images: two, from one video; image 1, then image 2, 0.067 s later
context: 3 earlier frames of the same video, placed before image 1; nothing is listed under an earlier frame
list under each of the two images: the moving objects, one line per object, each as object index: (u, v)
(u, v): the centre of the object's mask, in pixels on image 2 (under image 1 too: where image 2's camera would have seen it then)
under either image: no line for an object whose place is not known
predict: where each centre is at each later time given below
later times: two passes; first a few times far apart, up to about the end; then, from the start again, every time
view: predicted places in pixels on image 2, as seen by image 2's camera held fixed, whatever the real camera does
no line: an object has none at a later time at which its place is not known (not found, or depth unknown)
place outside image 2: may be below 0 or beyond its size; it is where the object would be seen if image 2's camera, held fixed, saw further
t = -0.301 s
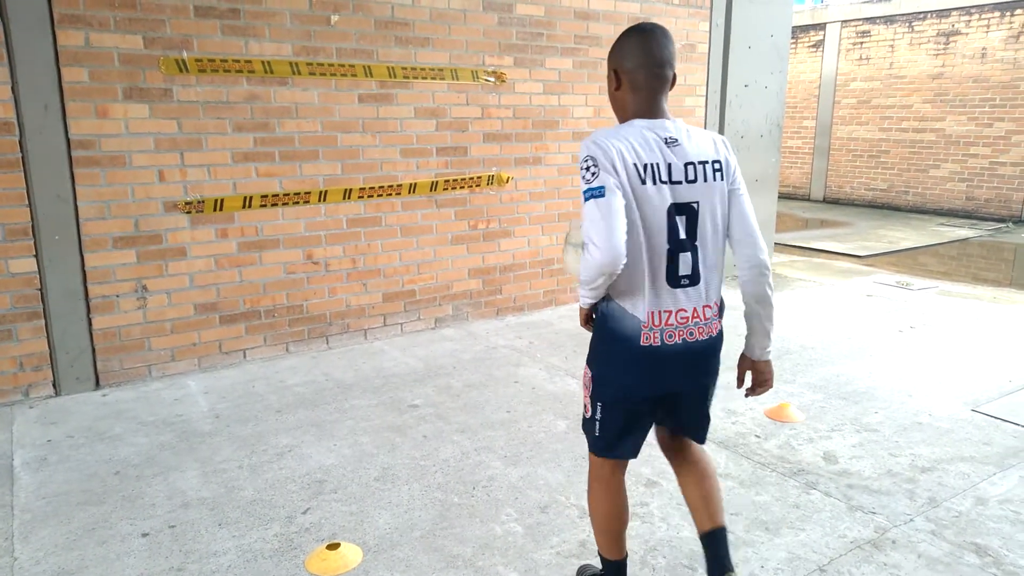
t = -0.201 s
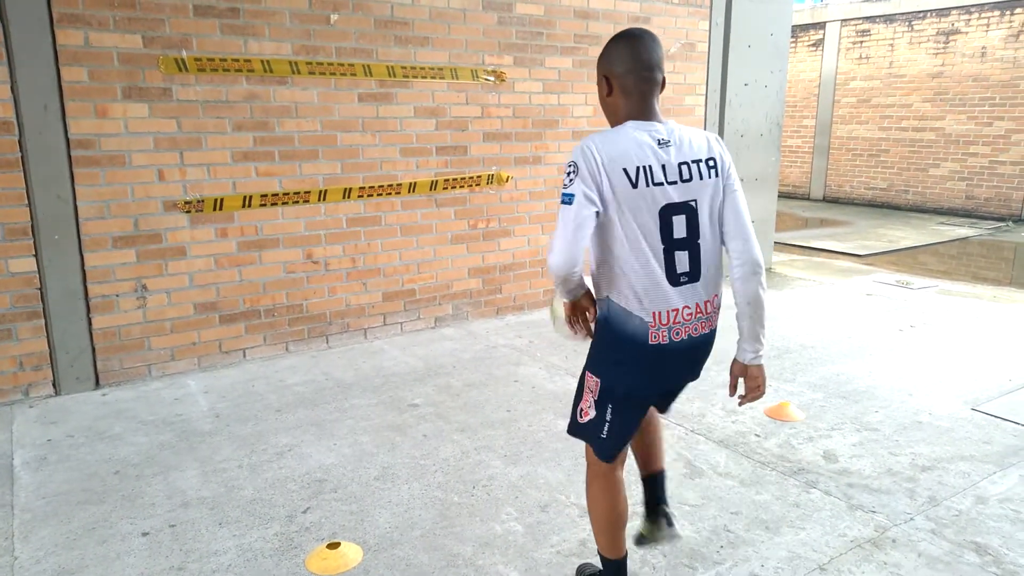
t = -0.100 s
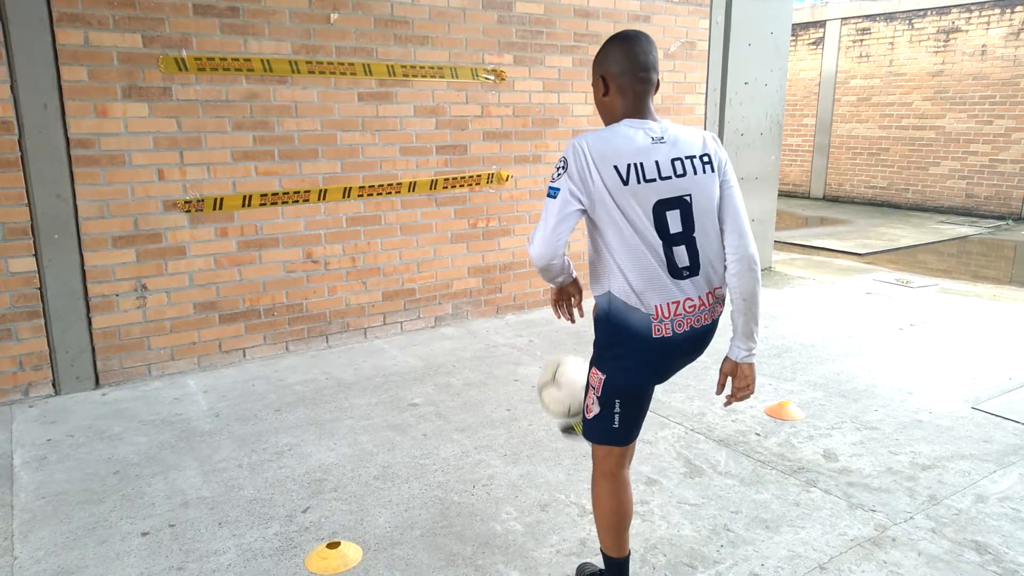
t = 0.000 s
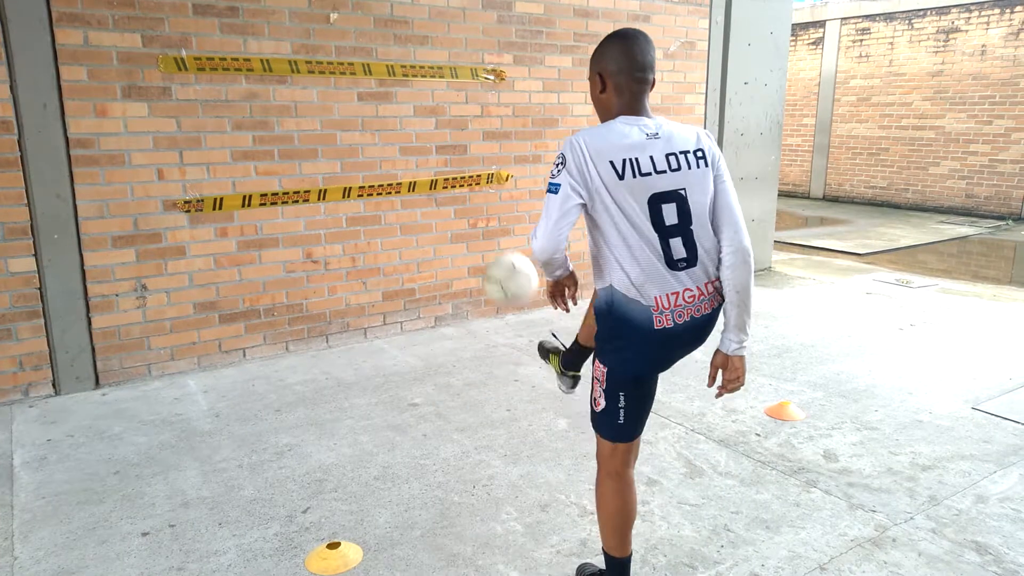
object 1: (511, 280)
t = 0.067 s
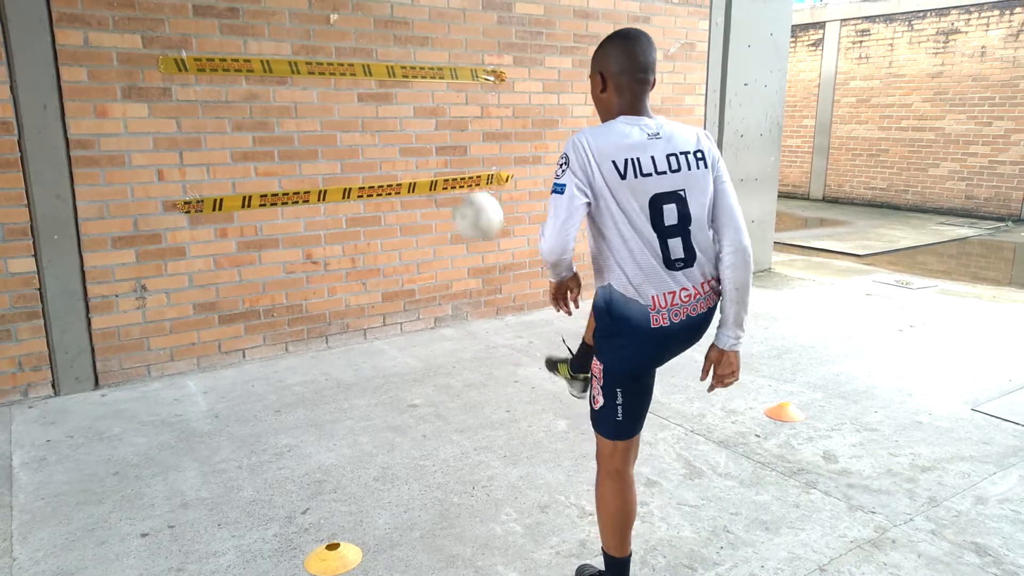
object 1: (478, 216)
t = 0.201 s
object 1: (423, 134)
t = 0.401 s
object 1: (367, 98)
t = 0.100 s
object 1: (463, 189)
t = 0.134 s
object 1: (449, 169)
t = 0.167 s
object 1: (435, 150)
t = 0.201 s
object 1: (423, 134)
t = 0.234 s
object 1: (412, 120)
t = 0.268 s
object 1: (402, 112)
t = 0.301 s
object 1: (393, 104)
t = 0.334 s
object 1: (383, 100)
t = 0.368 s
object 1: (374, 98)
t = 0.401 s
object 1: (367, 98)
